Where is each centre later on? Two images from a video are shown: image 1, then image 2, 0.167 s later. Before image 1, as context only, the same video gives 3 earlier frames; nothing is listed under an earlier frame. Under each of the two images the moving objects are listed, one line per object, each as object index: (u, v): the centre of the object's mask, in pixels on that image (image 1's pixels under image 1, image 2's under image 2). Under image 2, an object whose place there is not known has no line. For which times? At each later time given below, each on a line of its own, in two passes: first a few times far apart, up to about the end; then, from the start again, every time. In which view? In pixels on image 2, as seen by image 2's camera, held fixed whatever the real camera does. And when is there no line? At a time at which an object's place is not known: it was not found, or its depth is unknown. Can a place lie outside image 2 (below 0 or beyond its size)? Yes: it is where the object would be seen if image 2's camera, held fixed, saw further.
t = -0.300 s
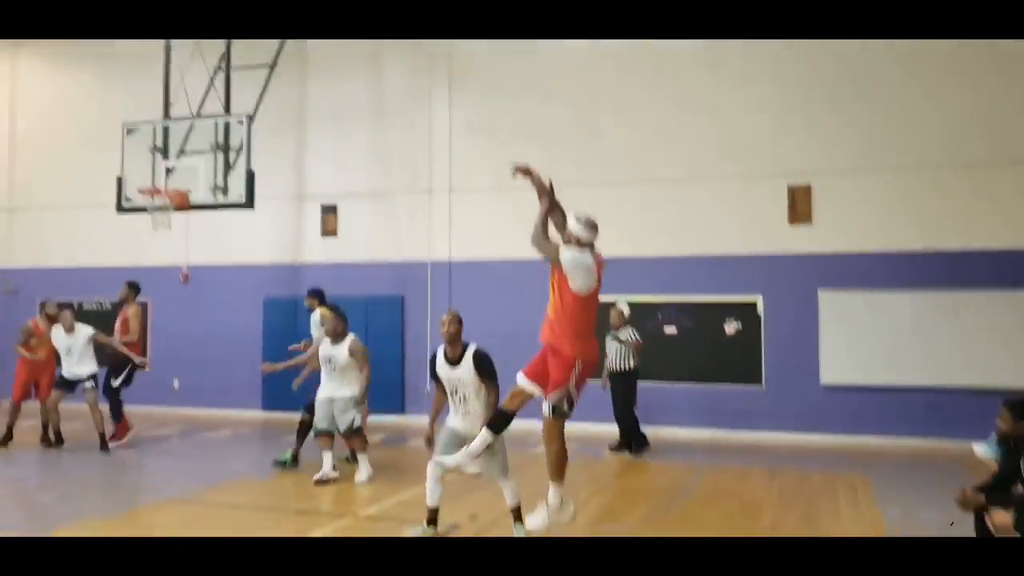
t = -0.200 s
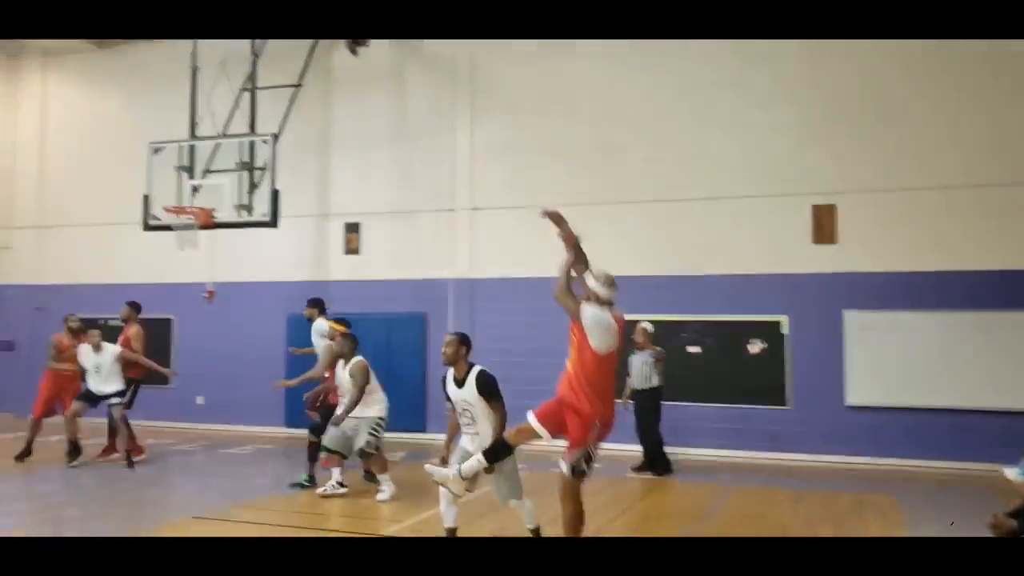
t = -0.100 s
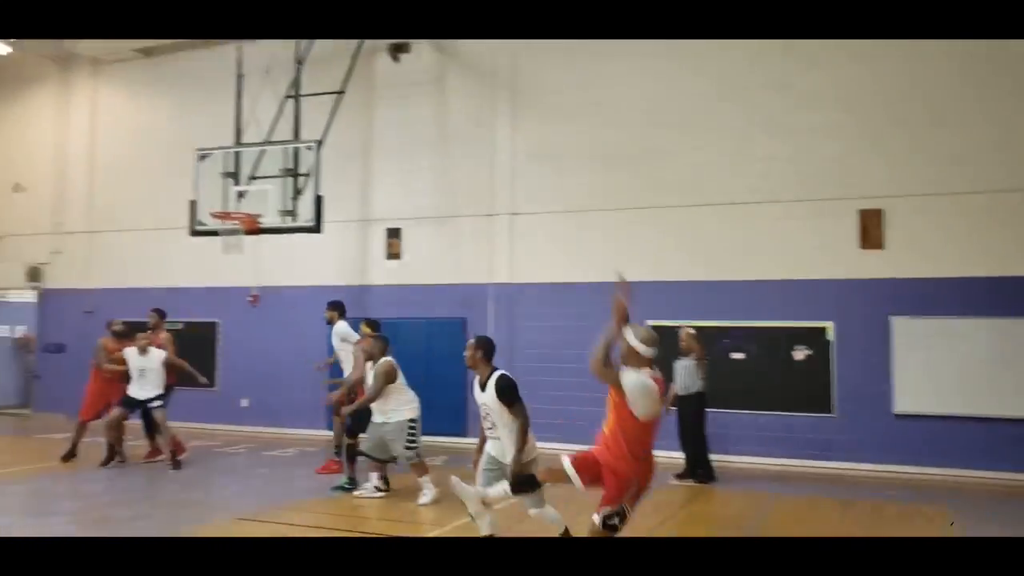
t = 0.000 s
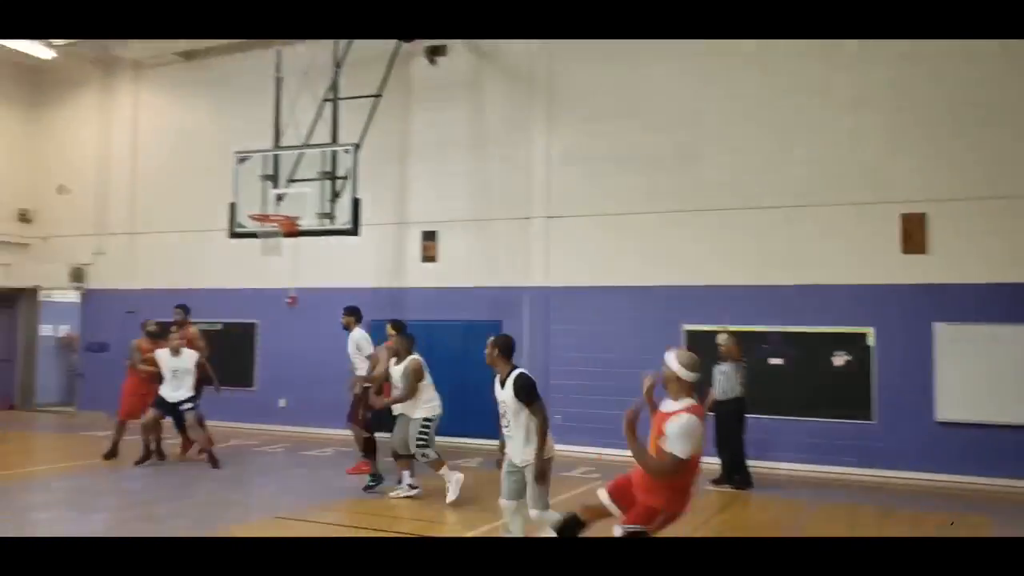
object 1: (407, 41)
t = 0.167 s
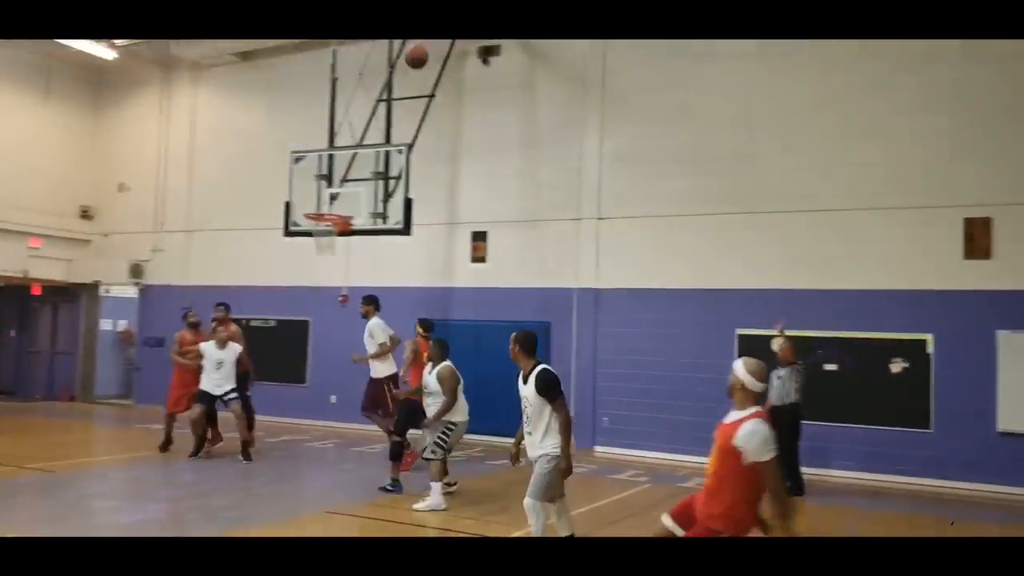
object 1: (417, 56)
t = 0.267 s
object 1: (393, 82)
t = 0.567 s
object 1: (333, 194)
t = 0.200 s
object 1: (408, 65)
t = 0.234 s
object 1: (400, 73)
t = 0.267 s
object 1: (393, 82)
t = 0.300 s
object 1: (386, 92)
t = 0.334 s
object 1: (378, 104)
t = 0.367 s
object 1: (372, 114)
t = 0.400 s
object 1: (365, 126)
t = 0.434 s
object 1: (358, 139)
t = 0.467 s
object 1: (352, 153)
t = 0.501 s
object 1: (345, 167)
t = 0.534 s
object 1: (338, 179)
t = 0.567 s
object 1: (333, 194)
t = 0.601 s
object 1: (328, 208)
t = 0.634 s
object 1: (321, 224)
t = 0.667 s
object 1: (317, 237)
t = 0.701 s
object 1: (315, 238)
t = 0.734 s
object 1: (313, 243)
